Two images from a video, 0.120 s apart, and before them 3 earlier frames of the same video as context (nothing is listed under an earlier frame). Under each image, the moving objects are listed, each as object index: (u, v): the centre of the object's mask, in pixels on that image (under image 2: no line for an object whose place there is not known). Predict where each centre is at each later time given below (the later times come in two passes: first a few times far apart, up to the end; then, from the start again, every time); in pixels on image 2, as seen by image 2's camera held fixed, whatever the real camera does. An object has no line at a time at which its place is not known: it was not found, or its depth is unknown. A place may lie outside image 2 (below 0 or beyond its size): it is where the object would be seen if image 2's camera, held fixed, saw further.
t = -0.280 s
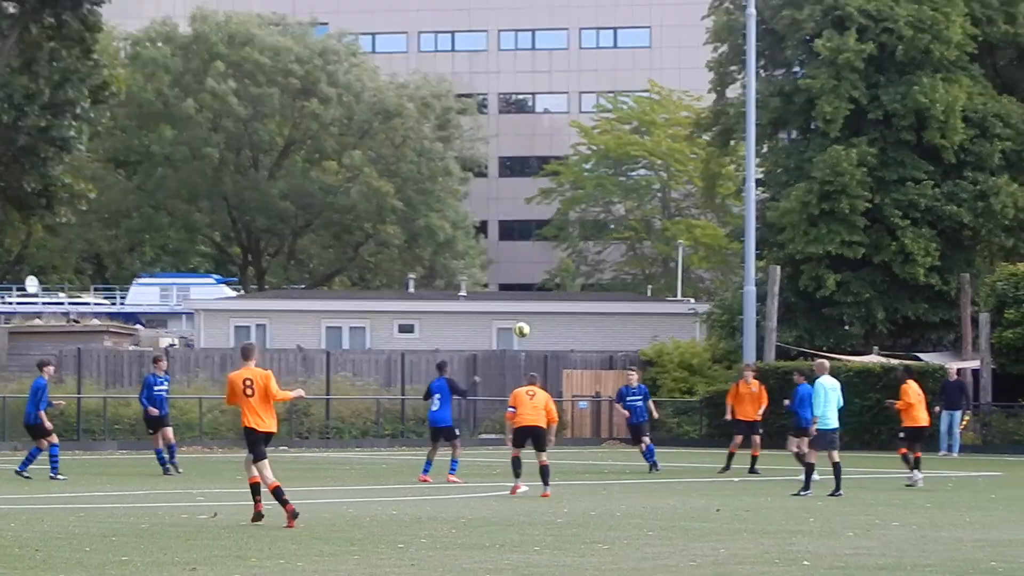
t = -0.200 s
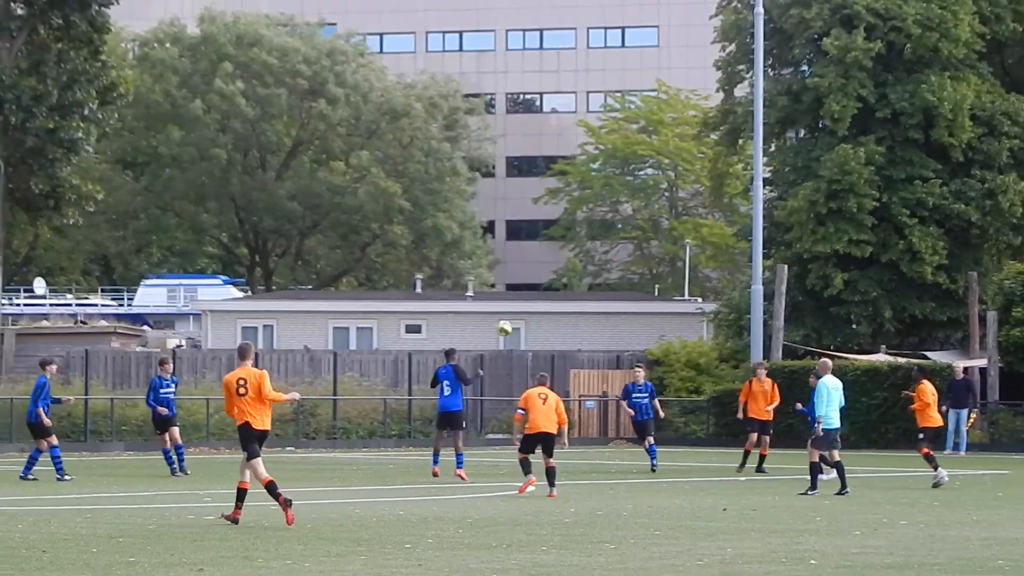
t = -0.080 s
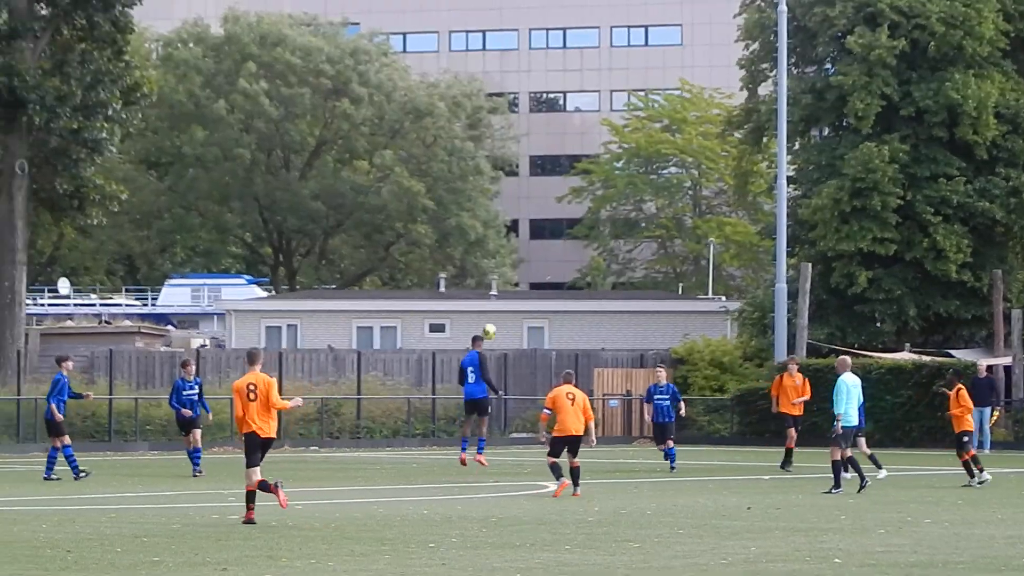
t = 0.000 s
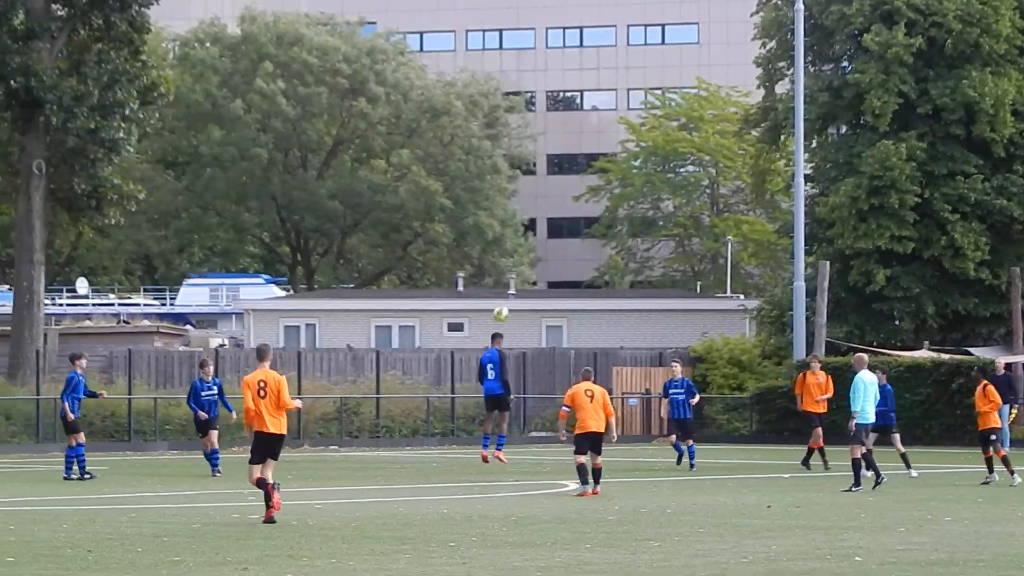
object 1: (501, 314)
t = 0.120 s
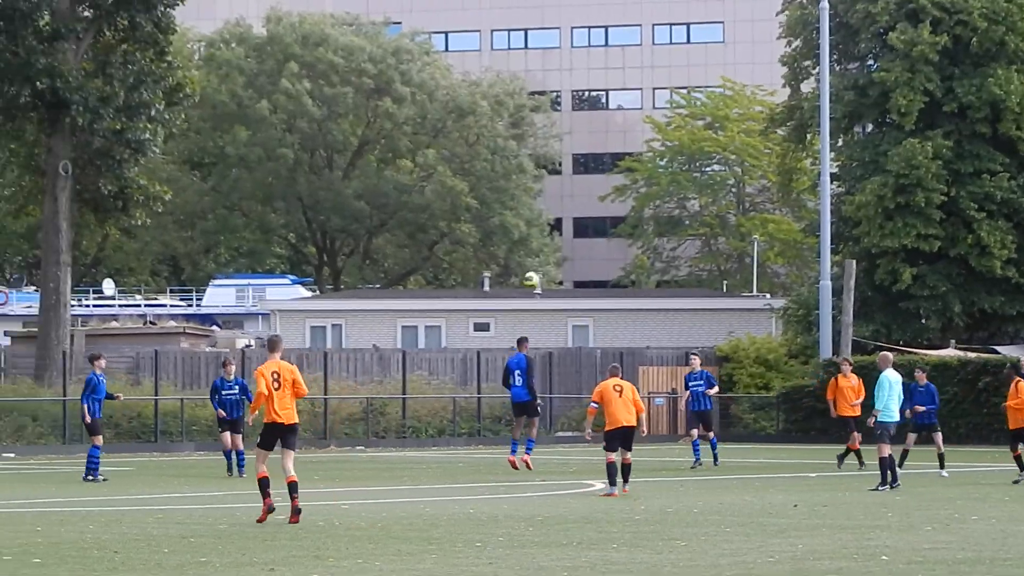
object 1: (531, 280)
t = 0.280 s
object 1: (537, 249)
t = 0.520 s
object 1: (545, 237)
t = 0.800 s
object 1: (557, 269)
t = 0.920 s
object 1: (563, 298)
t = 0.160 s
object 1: (533, 270)
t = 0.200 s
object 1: (534, 262)
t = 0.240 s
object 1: (536, 255)
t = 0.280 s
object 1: (537, 249)
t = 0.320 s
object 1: (538, 244)
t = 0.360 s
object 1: (539, 241)
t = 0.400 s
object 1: (541, 238)
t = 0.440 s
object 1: (542, 236)
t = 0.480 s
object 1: (544, 236)
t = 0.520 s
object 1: (545, 237)
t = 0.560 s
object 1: (547, 237)
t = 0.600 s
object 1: (549, 240)
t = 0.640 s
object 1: (550, 244)
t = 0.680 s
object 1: (552, 248)
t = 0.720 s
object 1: (554, 255)
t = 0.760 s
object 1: (555, 261)
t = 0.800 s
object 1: (557, 269)
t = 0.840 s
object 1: (558, 278)
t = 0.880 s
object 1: (560, 287)
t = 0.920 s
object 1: (563, 298)
